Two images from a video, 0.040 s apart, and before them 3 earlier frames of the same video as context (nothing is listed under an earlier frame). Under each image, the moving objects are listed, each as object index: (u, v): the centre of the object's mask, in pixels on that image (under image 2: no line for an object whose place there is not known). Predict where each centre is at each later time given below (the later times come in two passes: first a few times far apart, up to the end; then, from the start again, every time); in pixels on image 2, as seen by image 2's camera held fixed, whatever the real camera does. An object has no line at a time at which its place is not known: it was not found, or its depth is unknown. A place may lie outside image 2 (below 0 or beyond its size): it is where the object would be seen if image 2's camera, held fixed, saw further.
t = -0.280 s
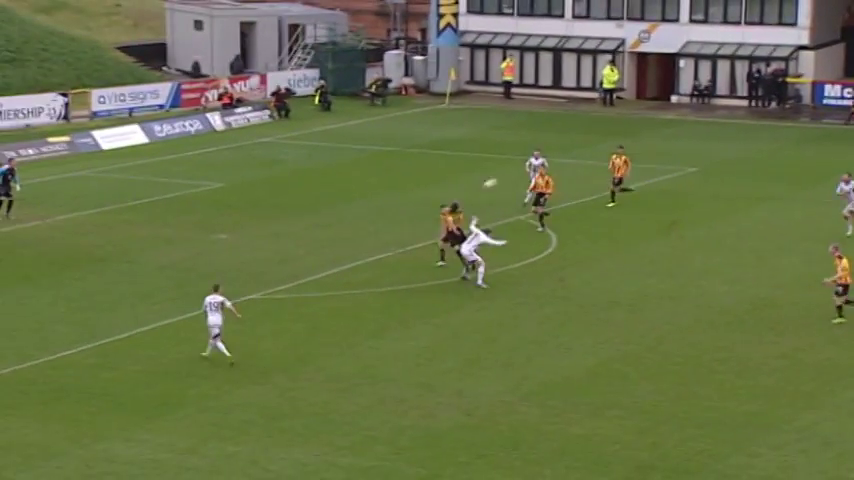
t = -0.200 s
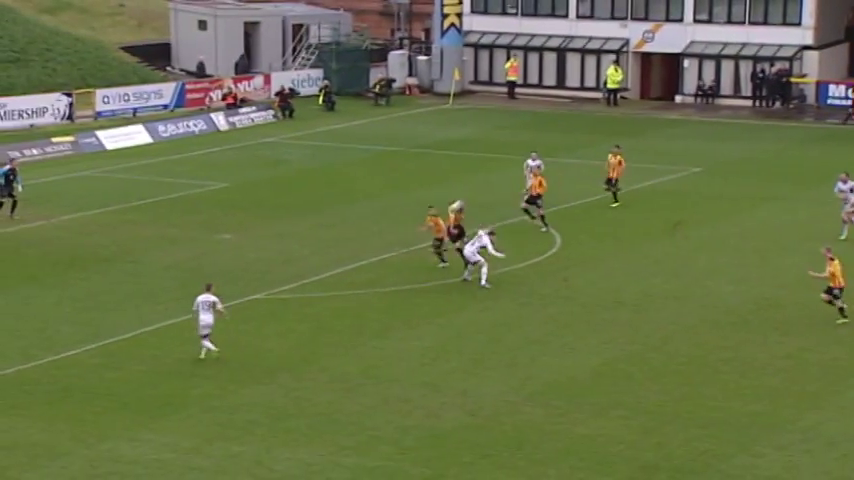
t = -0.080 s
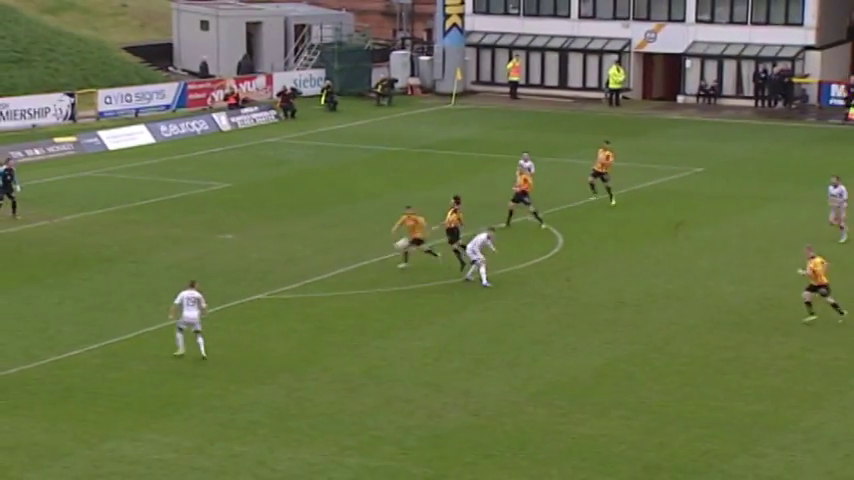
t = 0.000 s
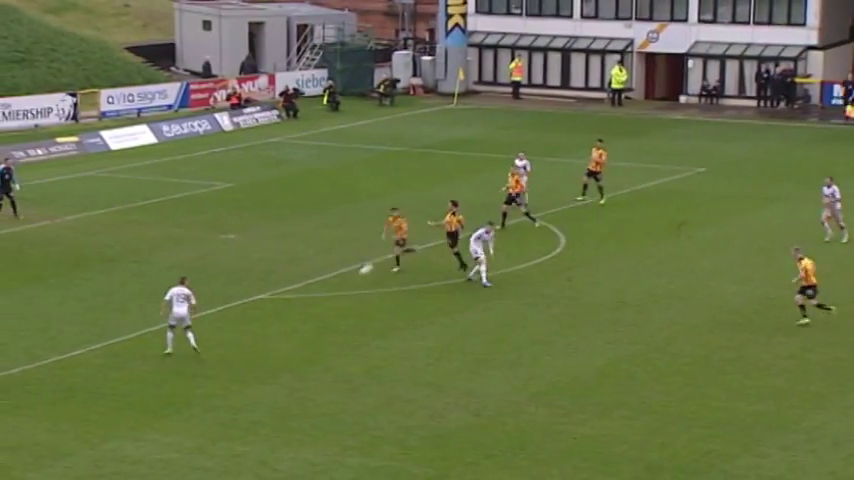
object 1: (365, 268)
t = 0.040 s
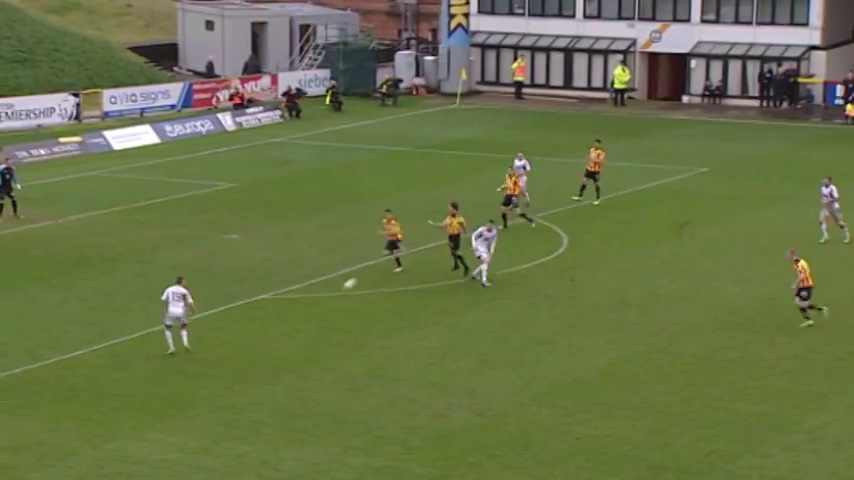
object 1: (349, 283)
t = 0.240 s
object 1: (276, 259)
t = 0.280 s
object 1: (261, 254)
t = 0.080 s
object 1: (332, 289)
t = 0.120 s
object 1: (318, 280)
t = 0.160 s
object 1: (304, 272)
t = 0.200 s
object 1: (290, 266)
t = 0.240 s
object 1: (276, 259)
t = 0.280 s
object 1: (261, 254)
